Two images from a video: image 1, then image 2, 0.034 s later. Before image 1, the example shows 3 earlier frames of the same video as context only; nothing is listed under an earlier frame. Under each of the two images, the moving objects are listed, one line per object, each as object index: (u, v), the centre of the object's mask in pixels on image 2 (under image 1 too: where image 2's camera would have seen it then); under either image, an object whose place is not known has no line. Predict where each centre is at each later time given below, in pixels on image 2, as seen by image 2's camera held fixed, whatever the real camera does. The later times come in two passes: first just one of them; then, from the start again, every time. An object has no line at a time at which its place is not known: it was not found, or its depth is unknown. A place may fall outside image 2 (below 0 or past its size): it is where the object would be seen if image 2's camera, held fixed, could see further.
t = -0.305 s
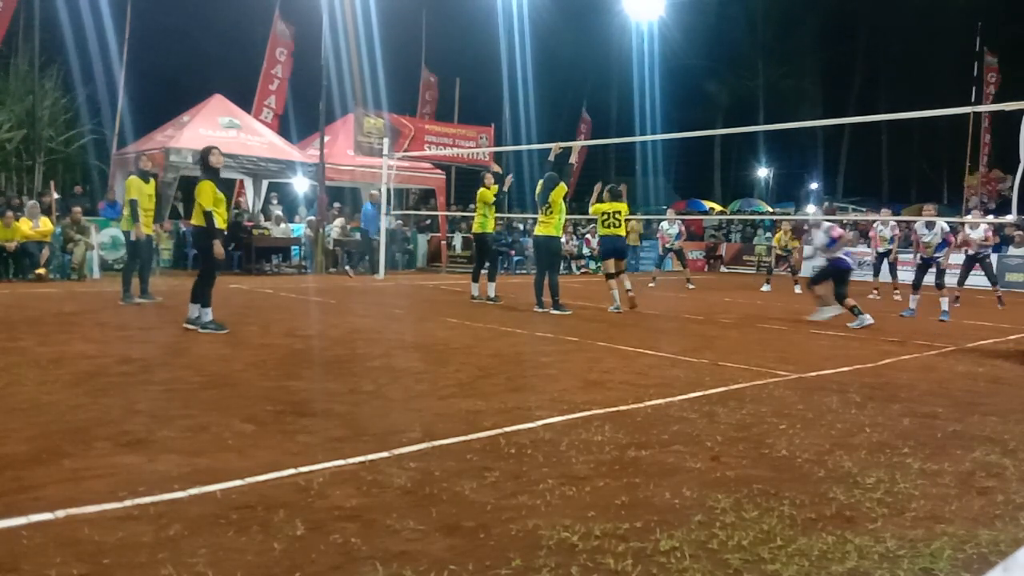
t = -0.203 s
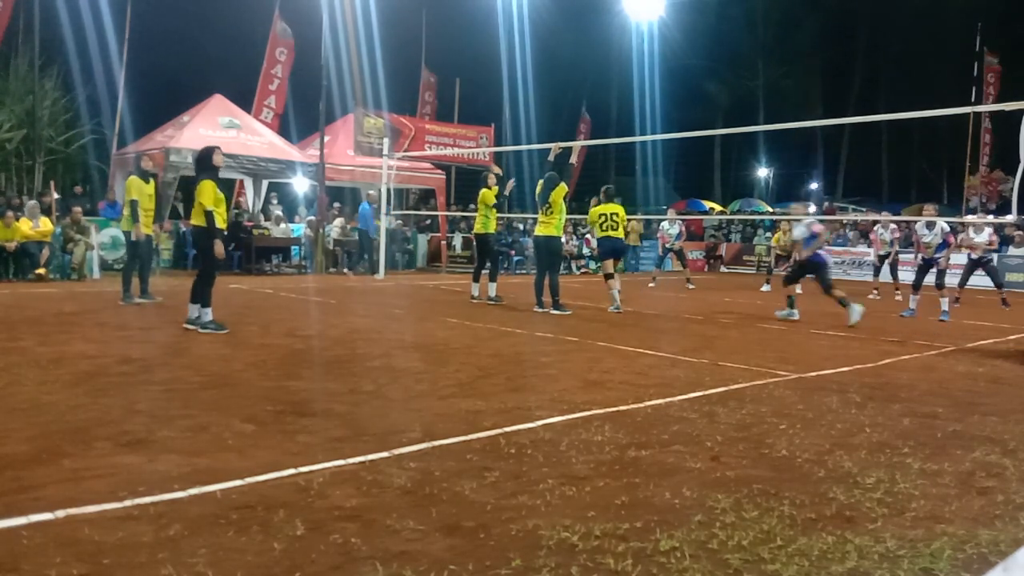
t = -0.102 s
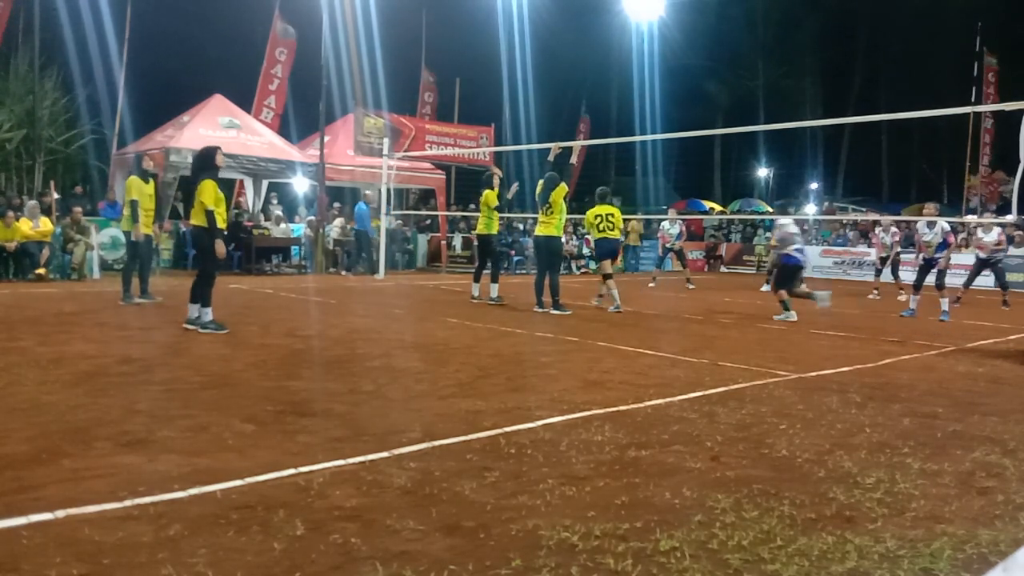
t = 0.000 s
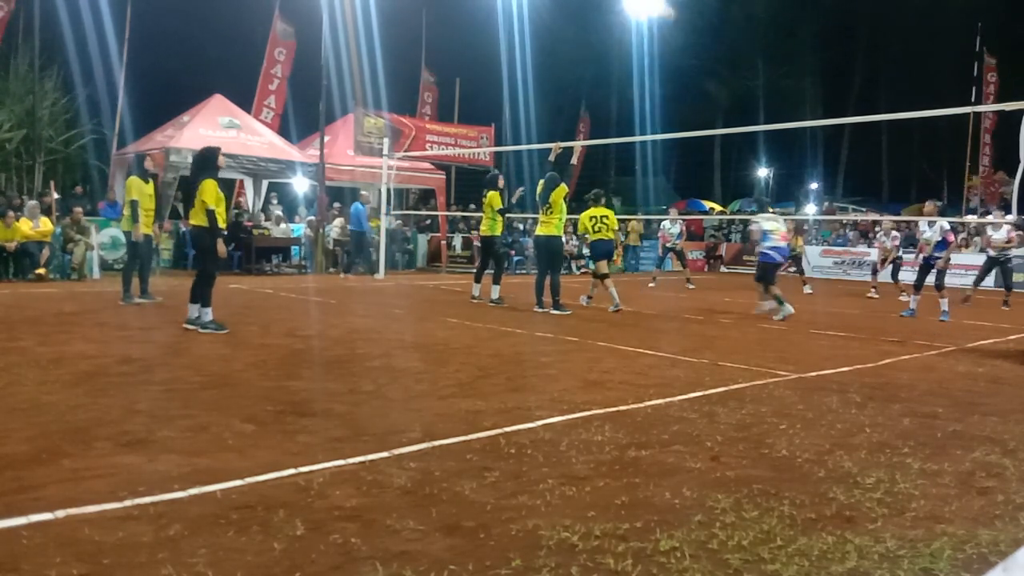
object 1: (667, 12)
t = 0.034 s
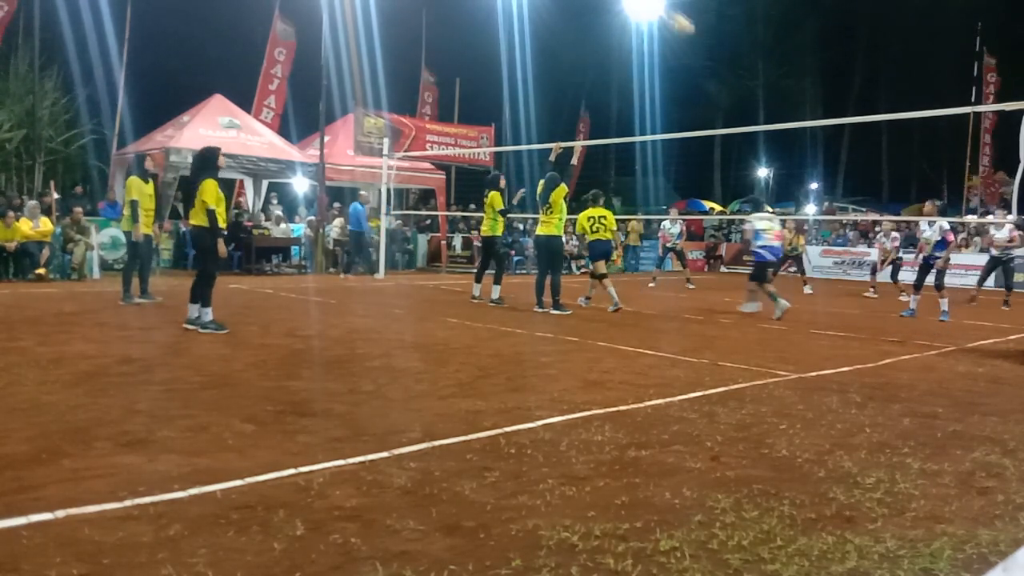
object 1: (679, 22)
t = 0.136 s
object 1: (725, 62)
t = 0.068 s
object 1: (695, 35)
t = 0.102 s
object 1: (710, 49)
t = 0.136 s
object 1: (725, 62)
